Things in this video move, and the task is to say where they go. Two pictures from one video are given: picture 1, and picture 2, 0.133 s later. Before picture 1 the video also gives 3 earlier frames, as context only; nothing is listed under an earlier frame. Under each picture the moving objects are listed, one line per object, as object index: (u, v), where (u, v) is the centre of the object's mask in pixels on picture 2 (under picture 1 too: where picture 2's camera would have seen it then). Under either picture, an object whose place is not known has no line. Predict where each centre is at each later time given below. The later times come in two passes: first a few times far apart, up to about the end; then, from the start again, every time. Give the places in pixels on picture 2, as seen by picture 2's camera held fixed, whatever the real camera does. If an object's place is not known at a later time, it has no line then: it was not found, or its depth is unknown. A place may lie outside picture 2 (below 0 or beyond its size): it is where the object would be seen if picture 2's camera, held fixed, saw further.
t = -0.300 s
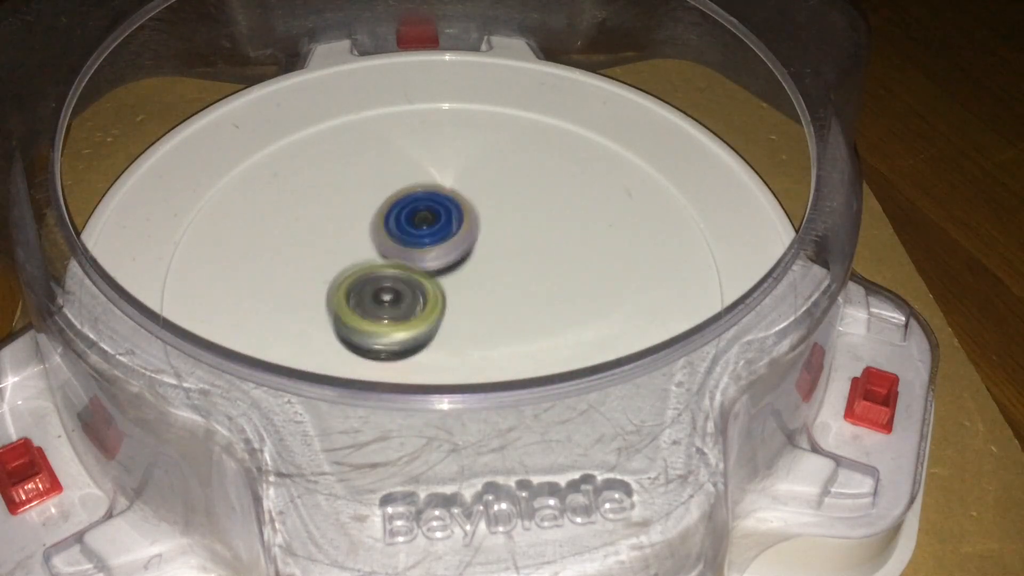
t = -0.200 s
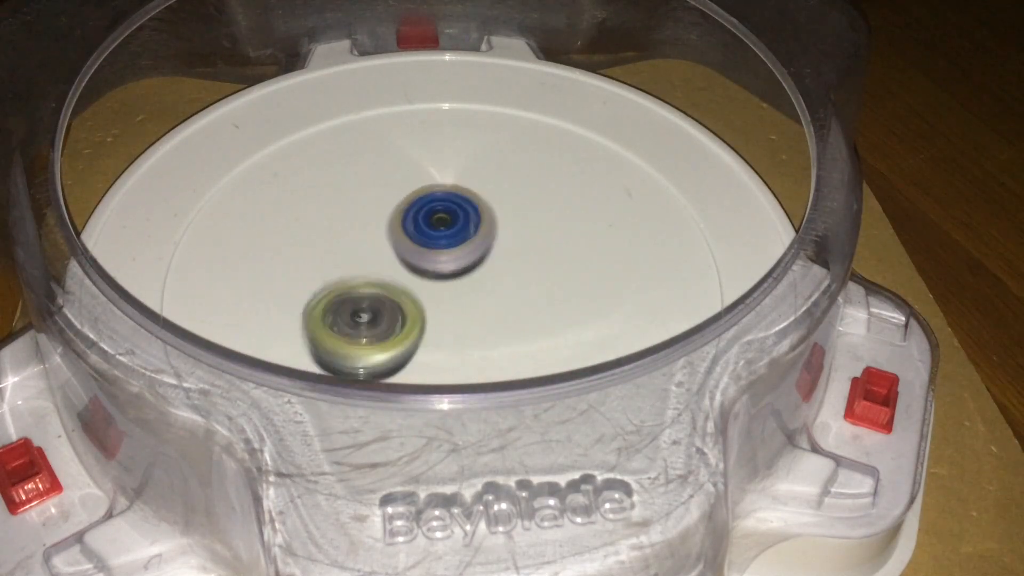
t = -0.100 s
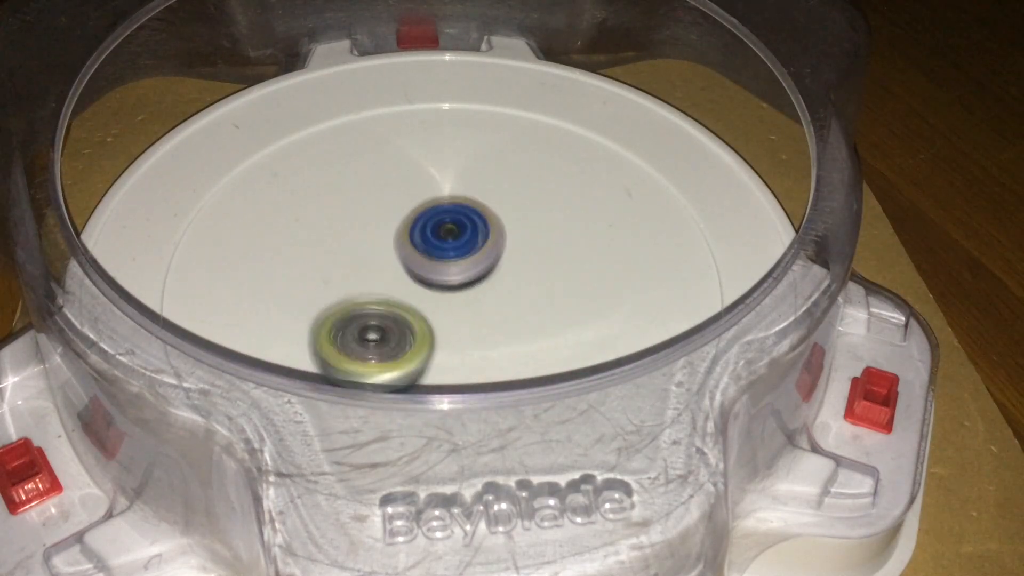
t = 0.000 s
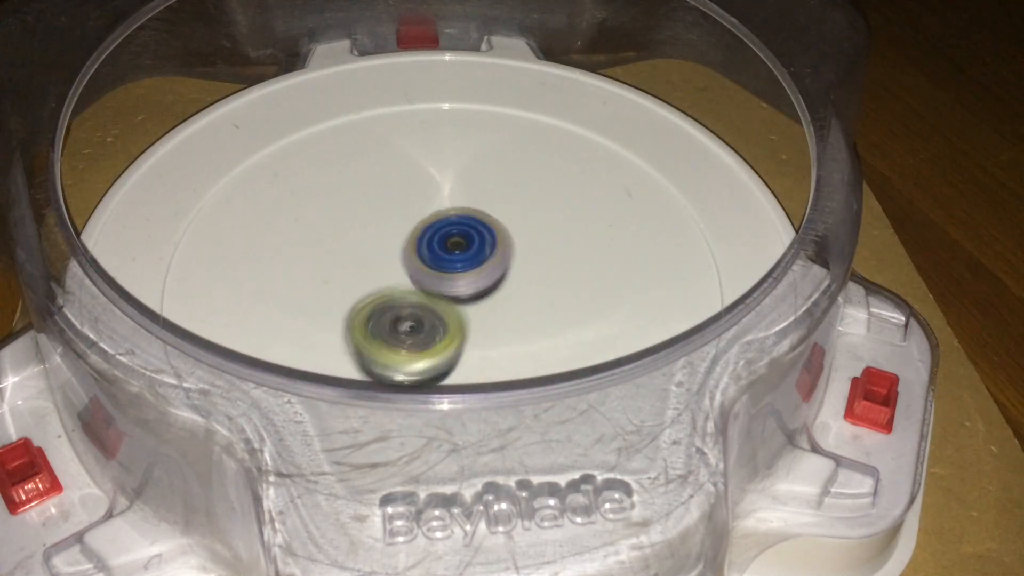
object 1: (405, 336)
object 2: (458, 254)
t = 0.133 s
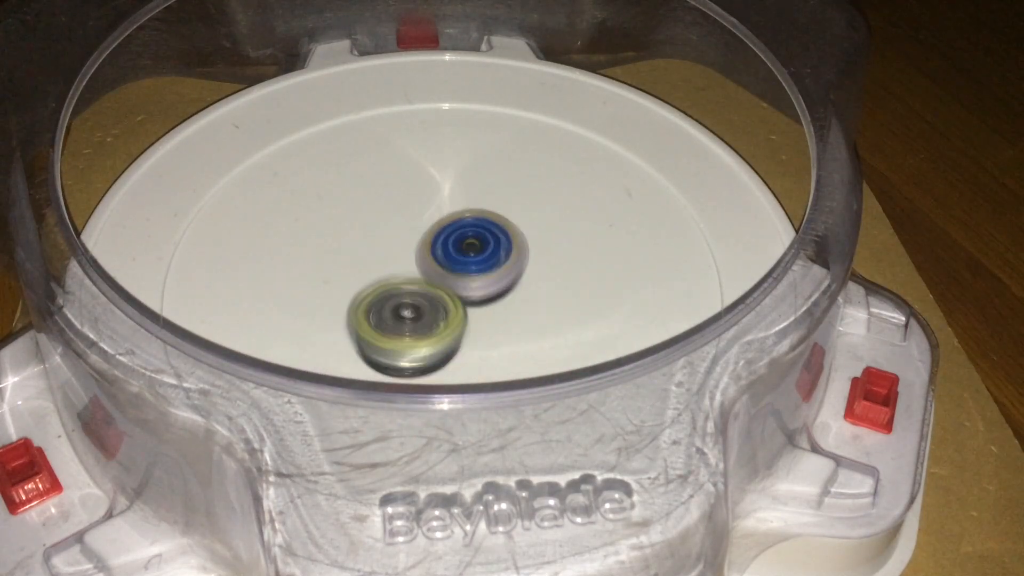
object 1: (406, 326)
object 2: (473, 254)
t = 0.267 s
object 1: (386, 323)
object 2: (484, 260)
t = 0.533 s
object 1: (373, 294)
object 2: (490, 273)
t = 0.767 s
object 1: (363, 262)
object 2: (478, 285)
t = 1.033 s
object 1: (341, 226)
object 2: (467, 298)
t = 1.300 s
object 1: (397, 217)
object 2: (449, 305)
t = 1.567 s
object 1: (430, 185)
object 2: (428, 305)
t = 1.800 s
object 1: (471, 217)
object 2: (406, 297)
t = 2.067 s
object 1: (541, 238)
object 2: (389, 288)
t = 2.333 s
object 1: (520, 276)
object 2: (394, 276)
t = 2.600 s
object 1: (505, 332)
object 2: (405, 260)
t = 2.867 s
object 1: (450, 335)
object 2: (433, 251)
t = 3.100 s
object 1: (392, 344)
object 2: (457, 244)
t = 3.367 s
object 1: (372, 304)
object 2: (472, 252)
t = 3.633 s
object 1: (355, 253)
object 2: (483, 268)
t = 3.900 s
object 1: (386, 212)
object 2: (465, 287)
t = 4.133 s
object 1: (429, 209)
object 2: (431, 297)
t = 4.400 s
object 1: (479, 214)
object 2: (396, 296)
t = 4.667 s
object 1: (504, 253)
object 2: (383, 280)
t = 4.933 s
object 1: (506, 301)
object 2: (396, 266)
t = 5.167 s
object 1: (491, 333)
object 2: (423, 255)
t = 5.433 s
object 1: (442, 337)
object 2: (457, 244)
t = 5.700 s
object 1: (412, 330)
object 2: (487, 231)
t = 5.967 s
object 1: (409, 280)
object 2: (513, 233)
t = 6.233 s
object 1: (413, 281)
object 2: (530, 246)
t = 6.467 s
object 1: (380, 268)
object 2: (535, 267)
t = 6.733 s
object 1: (399, 219)
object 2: (487, 312)
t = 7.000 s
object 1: (385, 230)
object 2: (437, 326)
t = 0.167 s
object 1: (402, 326)
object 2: (477, 256)
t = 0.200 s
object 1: (396, 326)
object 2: (479, 257)
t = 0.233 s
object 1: (390, 324)
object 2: (481, 259)
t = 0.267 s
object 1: (386, 323)
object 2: (484, 260)
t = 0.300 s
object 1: (383, 322)
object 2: (486, 263)
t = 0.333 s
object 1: (381, 320)
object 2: (488, 264)
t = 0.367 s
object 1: (380, 317)
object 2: (488, 266)
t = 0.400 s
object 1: (380, 314)
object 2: (489, 268)
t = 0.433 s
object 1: (382, 310)
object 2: (489, 270)
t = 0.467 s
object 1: (379, 305)
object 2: (491, 271)
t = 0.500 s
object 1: (375, 300)
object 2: (491, 272)
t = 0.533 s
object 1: (373, 294)
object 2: (490, 273)
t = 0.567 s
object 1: (371, 288)
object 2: (489, 275)
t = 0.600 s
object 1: (367, 282)
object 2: (489, 277)
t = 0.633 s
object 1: (365, 277)
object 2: (487, 279)
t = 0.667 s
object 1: (362, 273)
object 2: (485, 280)
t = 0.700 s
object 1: (361, 268)
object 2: (483, 282)
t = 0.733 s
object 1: (362, 265)
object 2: (481, 284)
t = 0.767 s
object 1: (363, 262)
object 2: (478, 285)
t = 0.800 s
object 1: (363, 258)
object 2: (476, 286)
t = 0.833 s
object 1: (363, 255)
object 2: (473, 287)
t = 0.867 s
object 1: (359, 248)
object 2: (475, 290)
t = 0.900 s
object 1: (353, 241)
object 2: (477, 293)
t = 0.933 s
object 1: (348, 236)
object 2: (476, 294)
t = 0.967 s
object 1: (343, 230)
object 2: (473, 295)
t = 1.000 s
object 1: (340, 227)
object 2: (471, 296)
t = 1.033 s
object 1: (341, 226)
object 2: (467, 298)
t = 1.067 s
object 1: (341, 225)
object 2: (465, 299)
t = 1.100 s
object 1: (344, 226)
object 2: (462, 300)
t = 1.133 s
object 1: (349, 227)
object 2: (459, 300)
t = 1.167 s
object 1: (355, 228)
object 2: (456, 300)
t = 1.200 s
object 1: (366, 230)
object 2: (452, 300)
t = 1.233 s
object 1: (379, 230)
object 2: (449, 300)
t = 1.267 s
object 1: (389, 225)
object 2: (449, 303)
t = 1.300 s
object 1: (397, 217)
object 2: (449, 305)
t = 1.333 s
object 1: (401, 209)
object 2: (448, 306)
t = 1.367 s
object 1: (405, 202)
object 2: (444, 306)
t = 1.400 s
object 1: (410, 197)
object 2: (441, 307)
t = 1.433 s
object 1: (413, 192)
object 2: (439, 308)
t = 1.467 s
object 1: (417, 189)
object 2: (436, 307)
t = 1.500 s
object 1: (422, 186)
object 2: (434, 307)
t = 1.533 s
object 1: (426, 184)
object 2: (431, 306)
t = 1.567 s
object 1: (430, 185)
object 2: (428, 305)
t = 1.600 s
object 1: (433, 186)
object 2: (426, 304)
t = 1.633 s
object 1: (437, 190)
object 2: (423, 302)
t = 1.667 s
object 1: (439, 194)
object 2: (420, 301)
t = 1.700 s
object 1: (444, 200)
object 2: (418, 299)
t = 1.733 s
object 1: (452, 208)
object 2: (415, 297)
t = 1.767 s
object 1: (458, 214)
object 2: (413, 295)
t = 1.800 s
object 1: (471, 217)
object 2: (406, 297)
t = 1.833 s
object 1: (480, 219)
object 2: (404, 297)
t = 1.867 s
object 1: (490, 221)
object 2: (401, 296)
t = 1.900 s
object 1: (500, 224)
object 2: (398, 296)
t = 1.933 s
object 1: (510, 227)
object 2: (396, 295)
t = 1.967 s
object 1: (519, 229)
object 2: (393, 293)
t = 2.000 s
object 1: (527, 232)
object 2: (392, 292)
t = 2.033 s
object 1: (536, 235)
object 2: (390, 290)
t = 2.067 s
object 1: (541, 238)
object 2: (389, 288)
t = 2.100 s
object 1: (544, 241)
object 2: (388, 287)
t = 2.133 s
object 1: (545, 243)
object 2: (387, 285)
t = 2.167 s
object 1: (545, 247)
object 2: (386, 283)
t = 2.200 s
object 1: (542, 251)
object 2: (387, 282)
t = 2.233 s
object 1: (538, 256)
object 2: (387, 281)
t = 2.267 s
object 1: (532, 263)
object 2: (389, 279)
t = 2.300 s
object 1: (526, 270)
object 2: (391, 278)
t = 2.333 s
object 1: (520, 276)
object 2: (394, 276)
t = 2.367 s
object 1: (512, 283)
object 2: (395, 274)
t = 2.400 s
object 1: (511, 292)
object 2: (395, 272)
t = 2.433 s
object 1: (512, 300)
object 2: (395, 271)
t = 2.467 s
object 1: (512, 307)
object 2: (397, 268)
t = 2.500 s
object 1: (510, 314)
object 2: (399, 266)
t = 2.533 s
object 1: (509, 321)
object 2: (400, 264)
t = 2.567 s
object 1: (507, 327)
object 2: (403, 262)
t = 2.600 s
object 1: (505, 332)
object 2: (405, 260)
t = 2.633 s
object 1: (502, 335)
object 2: (408, 259)
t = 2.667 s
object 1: (498, 338)
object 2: (411, 257)
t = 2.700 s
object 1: (493, 338)
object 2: (415, 256)
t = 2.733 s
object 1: (487, 338)
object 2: (419, 255)
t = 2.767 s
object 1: (479, 338)
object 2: (422, 255)
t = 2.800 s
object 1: (470, 337)
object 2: (425, 254)
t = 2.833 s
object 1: (461, 336)
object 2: (429, 252)
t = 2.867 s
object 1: (450, 335)
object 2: (433, 251)
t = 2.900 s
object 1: (439, 336)
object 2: (437, 248)
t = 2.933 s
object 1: (431, 339)
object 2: (440, 247)
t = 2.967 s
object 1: (424, 341)
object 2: (443, 246)
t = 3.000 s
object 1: (413, 343)
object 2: (447, 245)
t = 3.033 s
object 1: (406, 345)
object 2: (451, 245)
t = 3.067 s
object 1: (397, 345)
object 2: (454, 244)
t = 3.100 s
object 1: (392, 344)
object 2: (457, 244)
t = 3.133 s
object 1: (386, 343)
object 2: (460, 244)
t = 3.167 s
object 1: (384, 340)
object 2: (463, 244)
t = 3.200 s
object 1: (380, 337)
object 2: (465, 245)
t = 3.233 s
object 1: (378, 333)
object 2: (467, 246)
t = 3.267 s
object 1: (375, 326)
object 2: (469, 247)
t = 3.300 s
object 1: (373, 319)
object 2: (470, 248)
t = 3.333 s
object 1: (371, 312)
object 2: (472, 250)
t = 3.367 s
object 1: (372, 304)
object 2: (472, 252)
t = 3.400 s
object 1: (371, 297)
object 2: (474, 254)
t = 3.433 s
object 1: (369, 291)
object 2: (476, 255)
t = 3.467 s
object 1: (366, 285)
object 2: (478, 257)
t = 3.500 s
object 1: (360, 278)
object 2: (480, 259)
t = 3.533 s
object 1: (357, 272)
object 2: (481, 261)
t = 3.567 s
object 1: (356, 266)
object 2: (482, 263)
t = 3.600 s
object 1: (355, 259)
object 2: (483, 266)
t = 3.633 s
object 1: (355, 253)
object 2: (483, 268)
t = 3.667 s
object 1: (356, 247)
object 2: (482, 271)
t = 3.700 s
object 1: (358, 240)
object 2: (481, 273)
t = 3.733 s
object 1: (362, 235)
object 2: (479, 276)
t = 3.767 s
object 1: (366, 229)
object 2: (477, 278)
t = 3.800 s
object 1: (371, 225)
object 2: (475, 280)
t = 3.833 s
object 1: (375, 220)
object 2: (472, 283)
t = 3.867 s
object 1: (381, 216)
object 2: (469, 285)
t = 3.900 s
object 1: (386, 212)
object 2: (465, 287)
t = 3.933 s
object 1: (391, 209)
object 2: (461, 289)
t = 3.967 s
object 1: (395, 208)
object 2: (456, 290)
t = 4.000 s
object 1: (400, 208)
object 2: (452, 292)
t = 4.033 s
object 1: (406, 207)
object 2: (447, 293)
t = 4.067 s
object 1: (413, 207)
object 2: (441, 294)
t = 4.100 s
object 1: (422, 209)
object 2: (436, 295)
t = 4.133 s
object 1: (429, 209)
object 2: (431, 297)
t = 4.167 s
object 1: (438, 208)
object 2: (427, 298)
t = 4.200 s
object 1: (443, 206)
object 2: (422, 299)
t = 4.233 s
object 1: (451, 206)
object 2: (417, 299)
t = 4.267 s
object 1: (457, 205)
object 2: (413, 299)
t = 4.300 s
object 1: (463, 207)
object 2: (408, 299)
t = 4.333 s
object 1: (468, 208)
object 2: (404, 298)
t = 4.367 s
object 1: (473, 210)
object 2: (400, 297)
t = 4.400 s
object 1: (479, 214)
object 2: (396, 296)
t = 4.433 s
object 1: (483, 217)
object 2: (394, 294)
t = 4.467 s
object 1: (489, 222)
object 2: (391, 293)
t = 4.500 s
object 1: (493, 227)
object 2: (389, 291)
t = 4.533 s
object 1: (496, 231)
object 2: (387, 289)
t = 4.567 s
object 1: (500, 237)
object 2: (385, 286)
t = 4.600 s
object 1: (502, 242)
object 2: (384, 284)
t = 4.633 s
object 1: (505, 247)
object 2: (383, 282)
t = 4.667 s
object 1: (504, 253)
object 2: (383, 280)
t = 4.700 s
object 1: (505, 259)
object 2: (383, 278)
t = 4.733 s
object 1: (504, 265)
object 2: (385, 277)
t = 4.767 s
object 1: (504, 271)
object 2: (386, 275)
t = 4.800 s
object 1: (505, 278)
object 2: (387, 273)
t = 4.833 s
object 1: (505, 284)
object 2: (389, 271)
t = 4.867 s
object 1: (507, 290)
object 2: (391, 270)
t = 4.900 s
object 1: (507, 295)
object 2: (393, 268)
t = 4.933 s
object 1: (506, 301)
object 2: (396, 266)
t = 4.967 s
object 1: (505, 307)
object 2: (399, 266)
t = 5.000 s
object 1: (503, 312)
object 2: (403, 264)
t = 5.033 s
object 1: (501, 317)
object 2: (407, 263)
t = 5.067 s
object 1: (496, 321)
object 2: (411, 262)
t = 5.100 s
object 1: (494, 324)
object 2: (416, 260)
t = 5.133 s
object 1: (492, 330)
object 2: (418, 257)
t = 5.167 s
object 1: (491, 333)
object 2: (423, 255)
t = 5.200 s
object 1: (489, 336)
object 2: (426, 253)
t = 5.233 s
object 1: (484, 337)
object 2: (430, 253)
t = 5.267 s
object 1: (482, 339)
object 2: (434, 252)
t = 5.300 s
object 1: (476, 338)
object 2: (438, 251)
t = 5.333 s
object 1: (471, 339)
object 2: (442, 250)
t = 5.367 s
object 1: (466, 337)
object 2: (446, 249)
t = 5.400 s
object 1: (457, 334)
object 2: (449, 249)
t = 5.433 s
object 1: (442, 337)
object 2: (457, 244)
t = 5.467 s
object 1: (430, 345)
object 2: (466, 236)
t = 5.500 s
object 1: (421, 349)
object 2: (470, 232)
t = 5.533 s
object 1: (415, 349)
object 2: (473, 231)
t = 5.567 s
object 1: (413, 347)
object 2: (476, 231)
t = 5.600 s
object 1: (413, 345)
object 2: (479, 230)
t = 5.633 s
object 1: (412, 341)
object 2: (483, 230)
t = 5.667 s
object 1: (412, 336)
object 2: (485, 230)
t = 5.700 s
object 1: (412, 330)
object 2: (487, 231)
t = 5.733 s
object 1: (413, 324)
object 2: (490, 232)
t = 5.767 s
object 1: (416, 316)
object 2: (490, 234)
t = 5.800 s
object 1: (419, 307)
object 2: (492, 236)
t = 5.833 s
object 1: (418, 301)
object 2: (497, 236)
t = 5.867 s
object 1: (410, 296)
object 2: (505, 234)
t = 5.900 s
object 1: (407, 291)
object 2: (509, 233)
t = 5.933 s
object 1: (407, 284)
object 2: (511, 233)
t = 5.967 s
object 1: (409, 280)
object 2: (513, 233)
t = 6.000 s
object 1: (414, 278)
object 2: (514, 234)
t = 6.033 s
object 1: (418, 279)
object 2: (516, 236)
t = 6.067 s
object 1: (421, 278)
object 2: (517, 238)
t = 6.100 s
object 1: (416, 280)
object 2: (522, 238)
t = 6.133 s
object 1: (412, 281)
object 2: (528, 238)
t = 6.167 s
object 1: (412, 282)
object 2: (529, 240)
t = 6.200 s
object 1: (411, 281)
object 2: (529, 242)
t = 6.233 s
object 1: (413, 281)
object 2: (530, 246)
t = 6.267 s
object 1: (415, 280)
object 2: (530, 249)
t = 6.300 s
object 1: (415, 280)
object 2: (529, 252)
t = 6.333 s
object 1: (402, 278)
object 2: (538, 255)
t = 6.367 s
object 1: (392, 276)
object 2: (539, 257)
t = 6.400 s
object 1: (384, 273)
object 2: (539, 260)
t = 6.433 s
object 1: (380, 271)
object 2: (538, 263)
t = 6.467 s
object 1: (380, 268)
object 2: (535, 267)
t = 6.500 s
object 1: (381, 264)
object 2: (531, 270)
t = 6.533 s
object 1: (384, 263)
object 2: (525, 273)
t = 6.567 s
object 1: (388, 261)
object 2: (519, 276)
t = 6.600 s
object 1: (392, 259)
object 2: (512, 278)
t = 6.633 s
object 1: (396, 258)
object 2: (503, 281)
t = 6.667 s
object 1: (400, 244)
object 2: (500, 293)
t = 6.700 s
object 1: (403, 231)
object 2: (495, 305)
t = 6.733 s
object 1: (399, 219)
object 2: (487, 312)
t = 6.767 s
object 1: (395, 213)
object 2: (478, 316)
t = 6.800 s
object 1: (390, 210)
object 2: (470, 319)
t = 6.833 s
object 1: (387, 210)
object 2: (463, 321)
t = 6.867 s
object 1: (385, 213)
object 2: (457, 322)
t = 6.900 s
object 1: (383, 217)
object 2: (452, 324)
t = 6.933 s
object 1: (383, 221)
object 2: (447, 325)
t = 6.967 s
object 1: (383, 225)
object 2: (442, 326)
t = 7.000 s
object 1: (385, 230)
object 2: (437, 326)
